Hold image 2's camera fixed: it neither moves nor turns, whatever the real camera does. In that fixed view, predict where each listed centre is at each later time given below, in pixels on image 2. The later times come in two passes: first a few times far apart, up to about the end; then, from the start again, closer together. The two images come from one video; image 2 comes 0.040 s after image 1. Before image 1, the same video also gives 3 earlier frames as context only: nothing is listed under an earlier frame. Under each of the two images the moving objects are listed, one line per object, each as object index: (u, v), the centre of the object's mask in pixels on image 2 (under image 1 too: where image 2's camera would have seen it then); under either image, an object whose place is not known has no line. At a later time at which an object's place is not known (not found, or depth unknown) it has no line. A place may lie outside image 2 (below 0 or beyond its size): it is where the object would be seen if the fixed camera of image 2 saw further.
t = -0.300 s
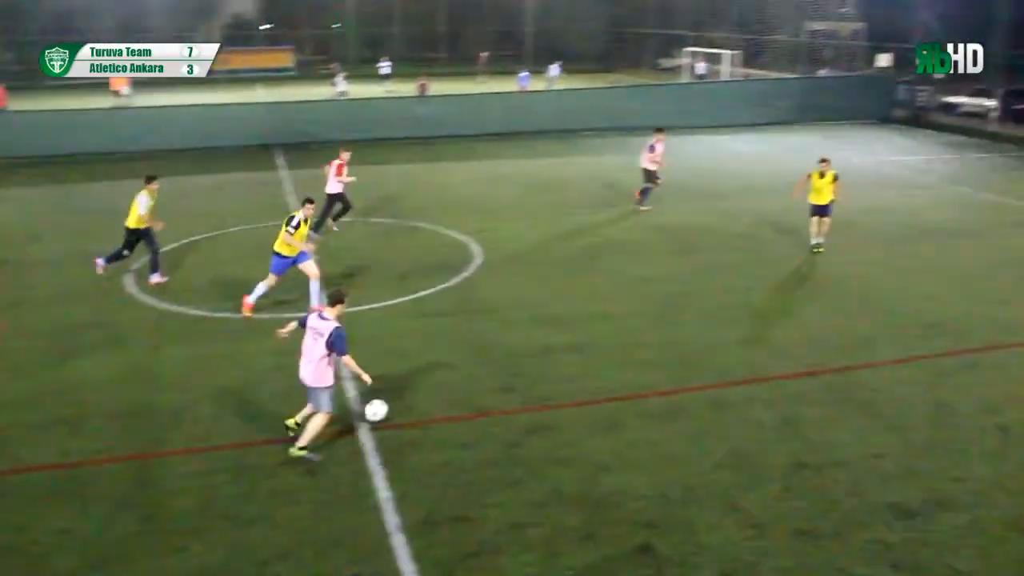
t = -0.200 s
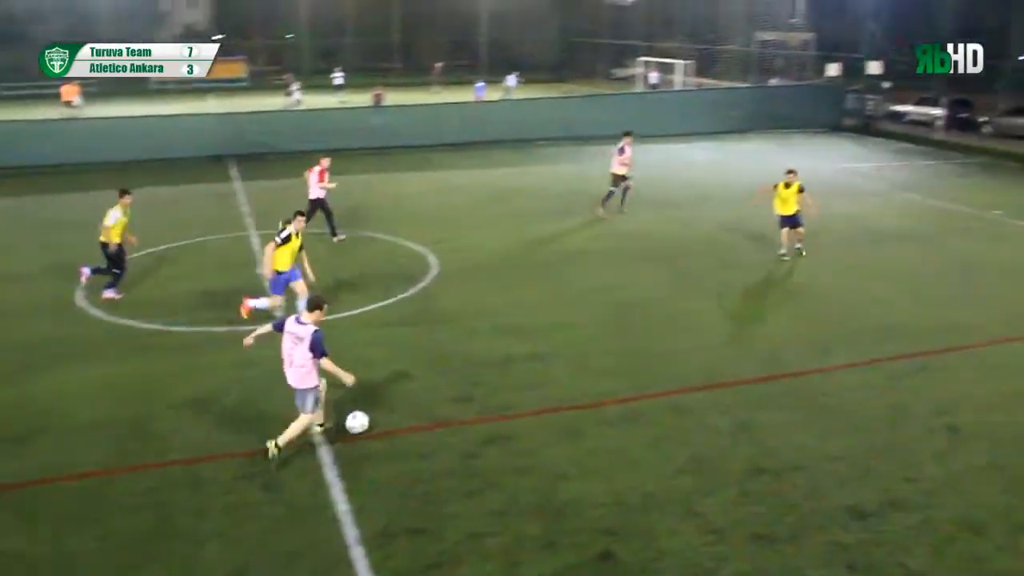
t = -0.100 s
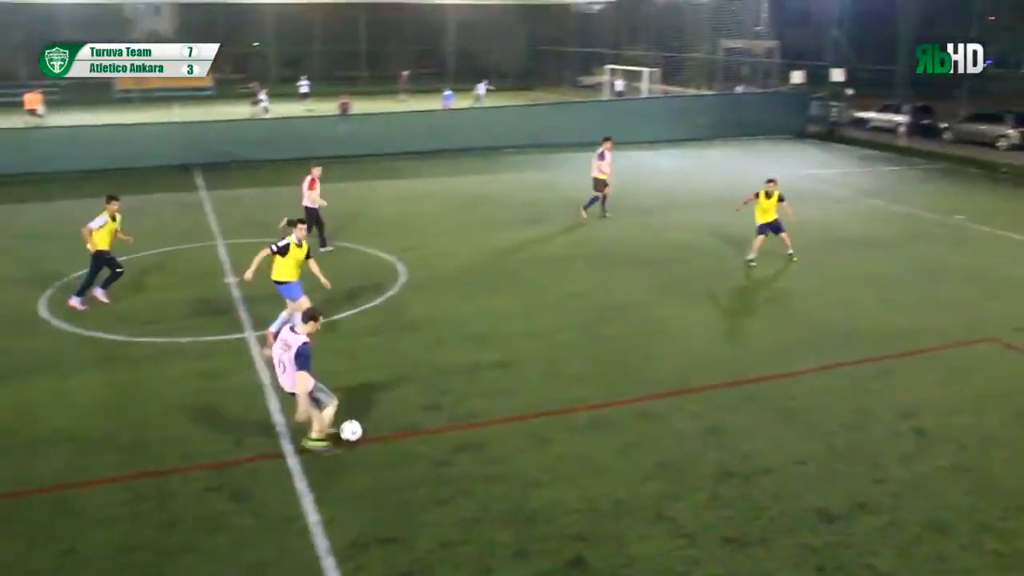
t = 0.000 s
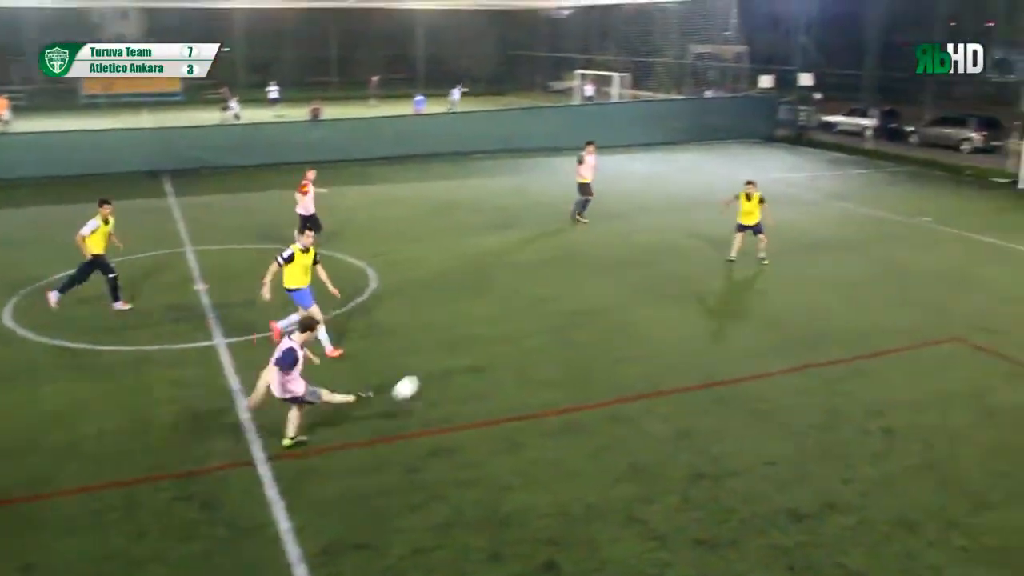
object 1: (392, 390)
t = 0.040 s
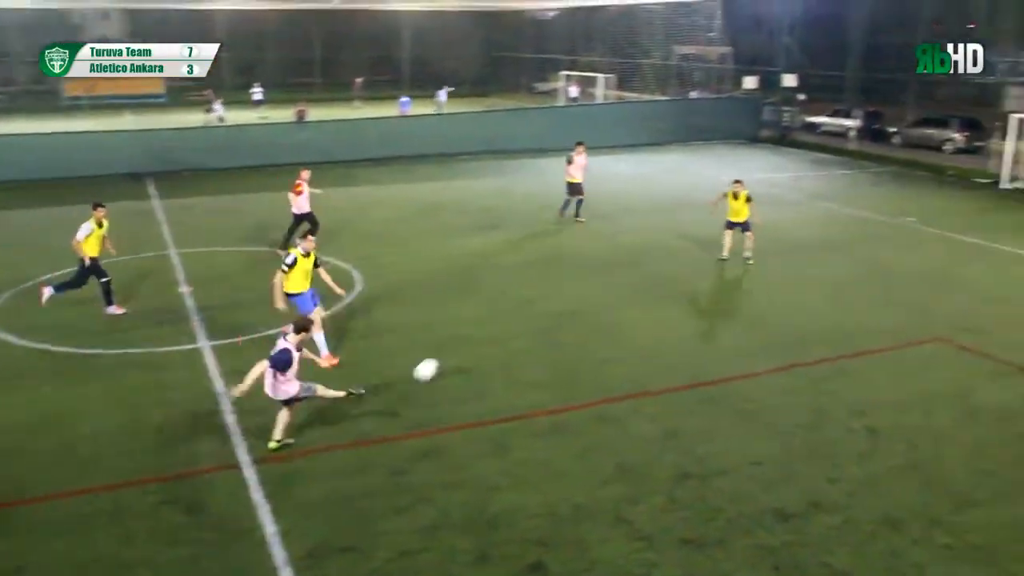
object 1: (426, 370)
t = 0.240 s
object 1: (540, 299)
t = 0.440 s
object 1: (601, 255)
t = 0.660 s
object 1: (642, 224)
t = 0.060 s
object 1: (442, 361)
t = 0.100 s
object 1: (469, 345)
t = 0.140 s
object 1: (493, 329)
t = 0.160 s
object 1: (504, 322)
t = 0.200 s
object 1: (523, 310)
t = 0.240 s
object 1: (540, 299)
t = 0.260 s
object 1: (548, 294)
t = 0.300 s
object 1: (562, 283)
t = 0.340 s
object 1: (575, 274)
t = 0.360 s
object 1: (580, 270)
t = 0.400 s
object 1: (591, 262)
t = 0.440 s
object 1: (601, 255)
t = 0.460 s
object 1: (606, 251)
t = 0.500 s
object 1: (614, 245)
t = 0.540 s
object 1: (623, 239)
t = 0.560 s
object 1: (626, 236)
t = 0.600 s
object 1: (633, 231)
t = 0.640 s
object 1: (639, 226)
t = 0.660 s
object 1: (642, 224)
